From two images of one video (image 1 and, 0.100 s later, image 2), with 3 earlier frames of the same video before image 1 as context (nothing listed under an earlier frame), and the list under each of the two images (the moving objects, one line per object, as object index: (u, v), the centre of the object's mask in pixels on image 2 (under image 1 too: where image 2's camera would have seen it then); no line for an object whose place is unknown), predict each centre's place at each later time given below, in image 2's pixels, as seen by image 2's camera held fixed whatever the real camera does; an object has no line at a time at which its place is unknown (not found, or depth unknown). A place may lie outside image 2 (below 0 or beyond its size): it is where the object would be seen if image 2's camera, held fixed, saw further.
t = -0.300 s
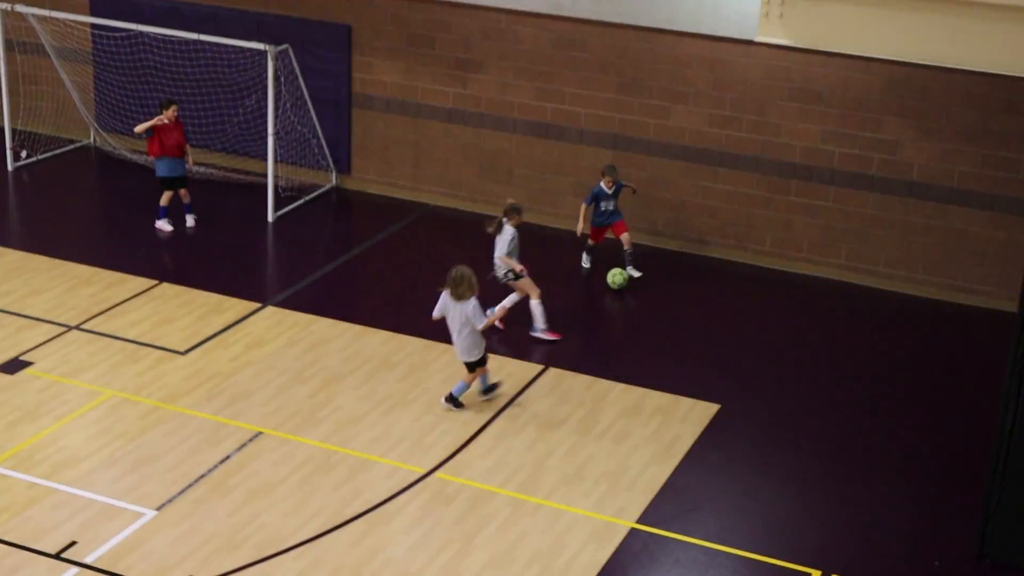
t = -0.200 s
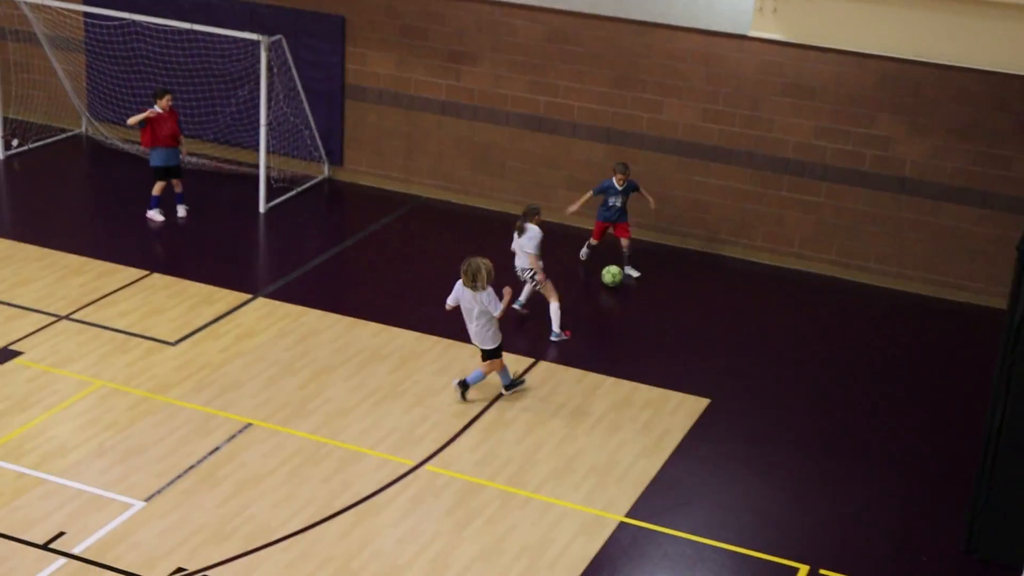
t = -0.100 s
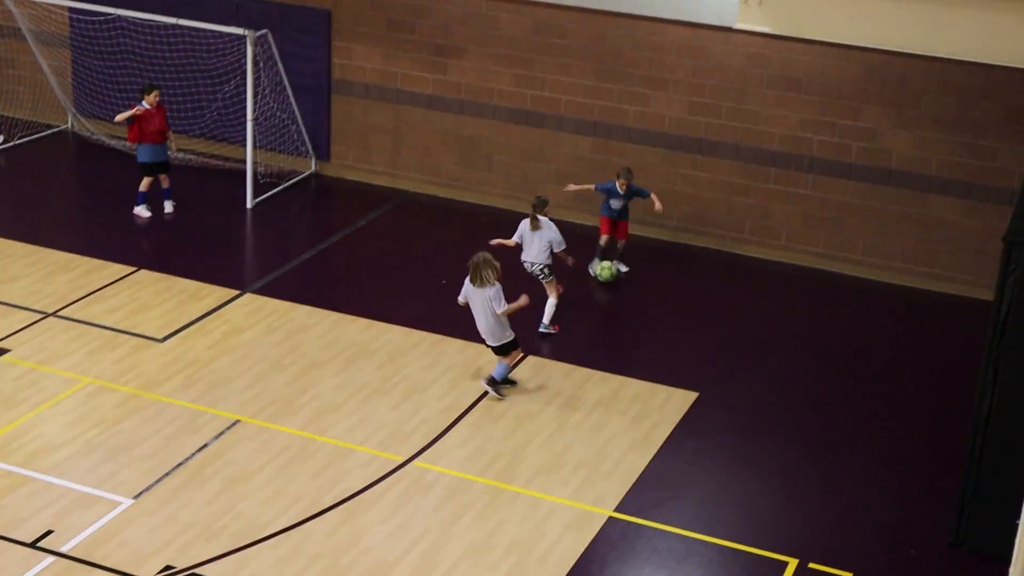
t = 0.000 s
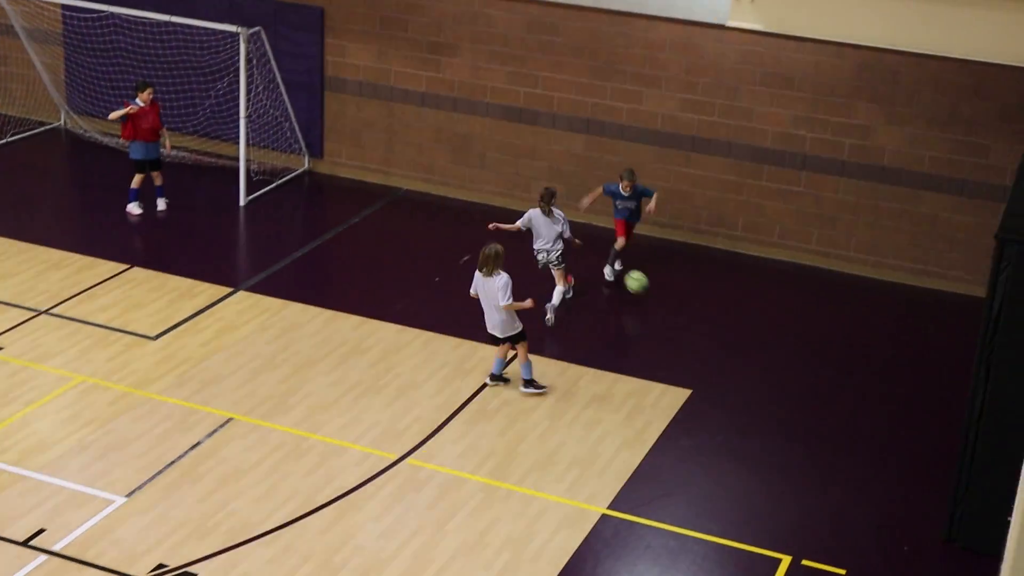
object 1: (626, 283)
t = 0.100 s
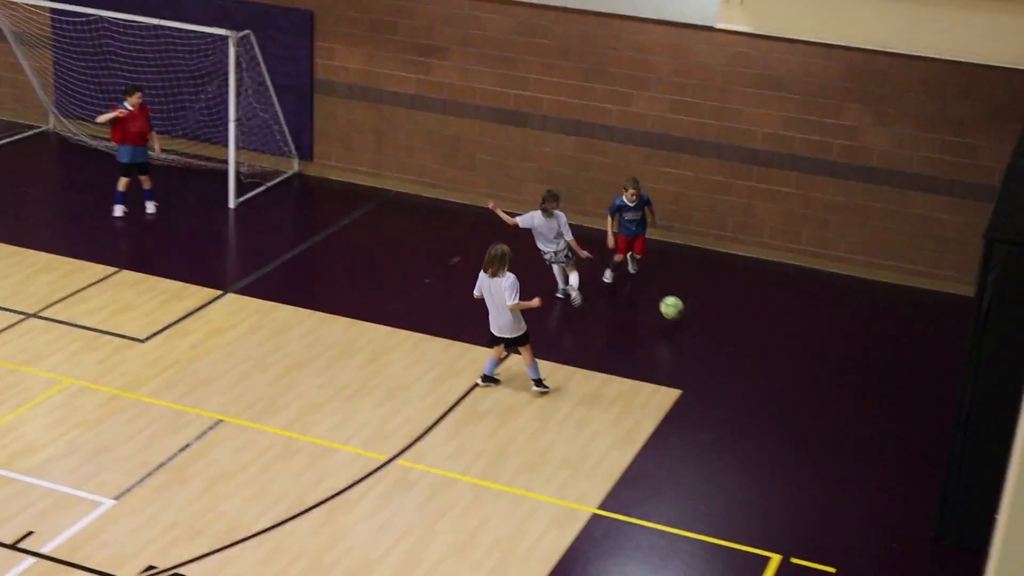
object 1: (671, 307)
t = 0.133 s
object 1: (687, 318)
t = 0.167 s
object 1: (703, 329)
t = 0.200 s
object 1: (720, 344)
